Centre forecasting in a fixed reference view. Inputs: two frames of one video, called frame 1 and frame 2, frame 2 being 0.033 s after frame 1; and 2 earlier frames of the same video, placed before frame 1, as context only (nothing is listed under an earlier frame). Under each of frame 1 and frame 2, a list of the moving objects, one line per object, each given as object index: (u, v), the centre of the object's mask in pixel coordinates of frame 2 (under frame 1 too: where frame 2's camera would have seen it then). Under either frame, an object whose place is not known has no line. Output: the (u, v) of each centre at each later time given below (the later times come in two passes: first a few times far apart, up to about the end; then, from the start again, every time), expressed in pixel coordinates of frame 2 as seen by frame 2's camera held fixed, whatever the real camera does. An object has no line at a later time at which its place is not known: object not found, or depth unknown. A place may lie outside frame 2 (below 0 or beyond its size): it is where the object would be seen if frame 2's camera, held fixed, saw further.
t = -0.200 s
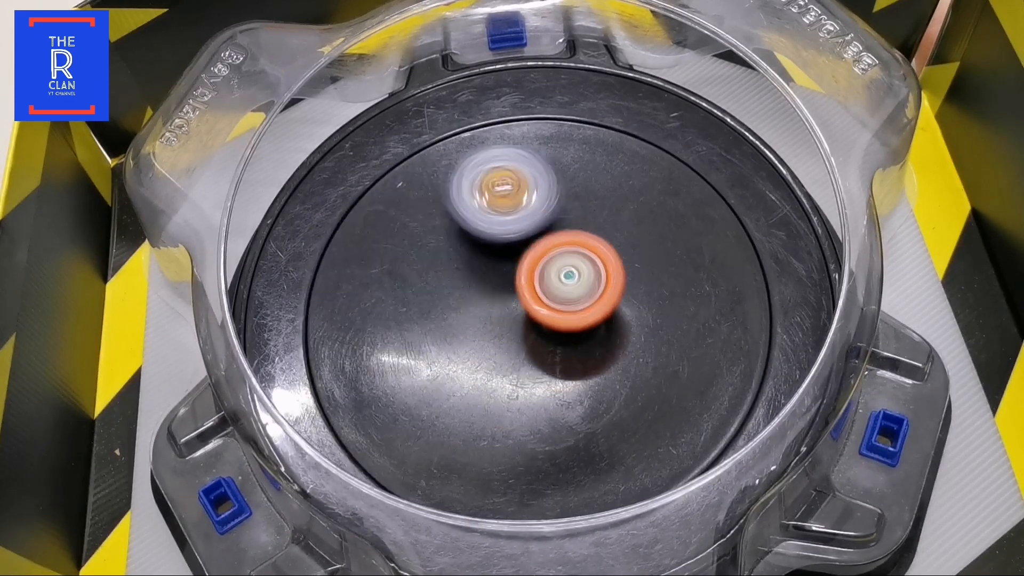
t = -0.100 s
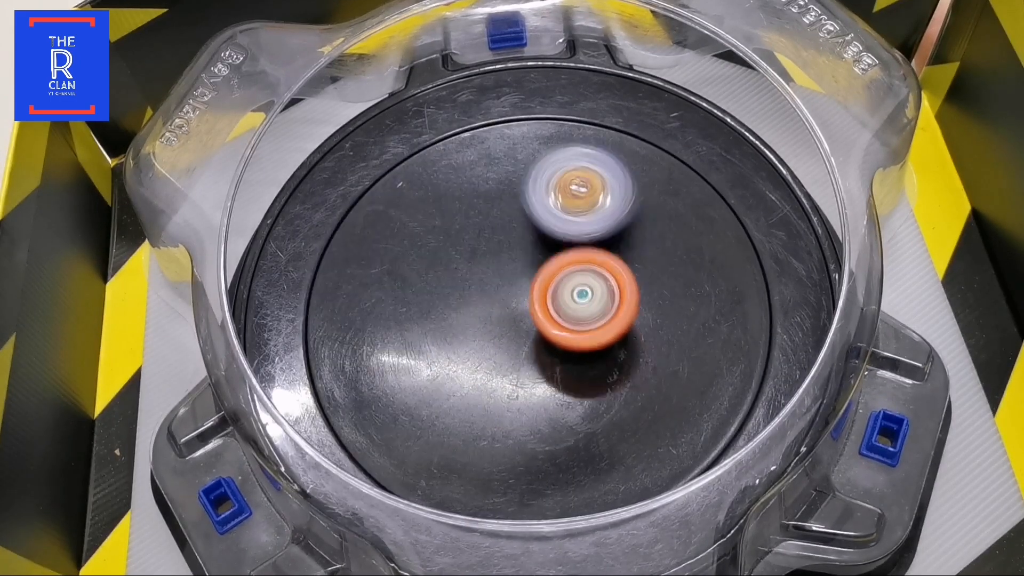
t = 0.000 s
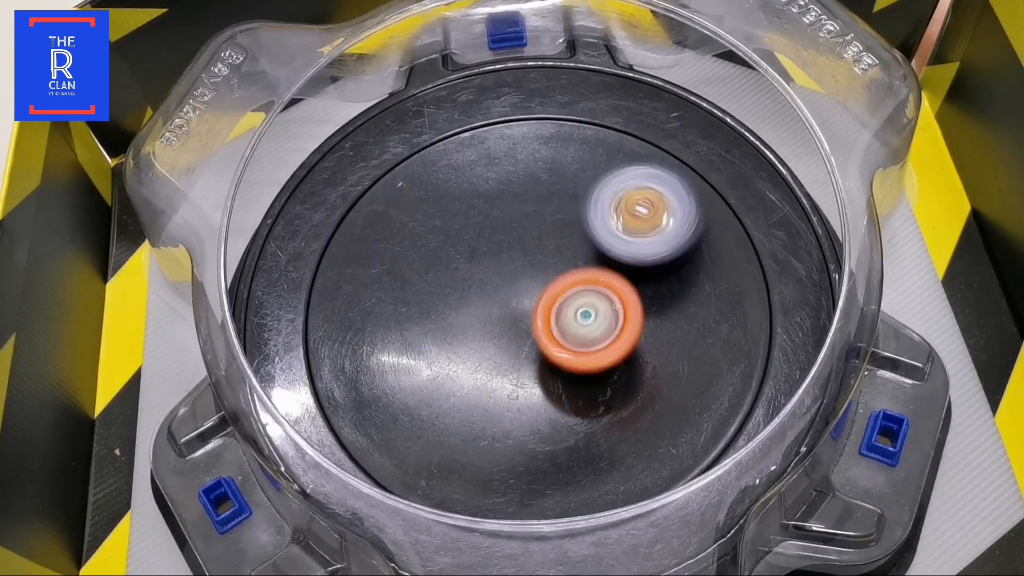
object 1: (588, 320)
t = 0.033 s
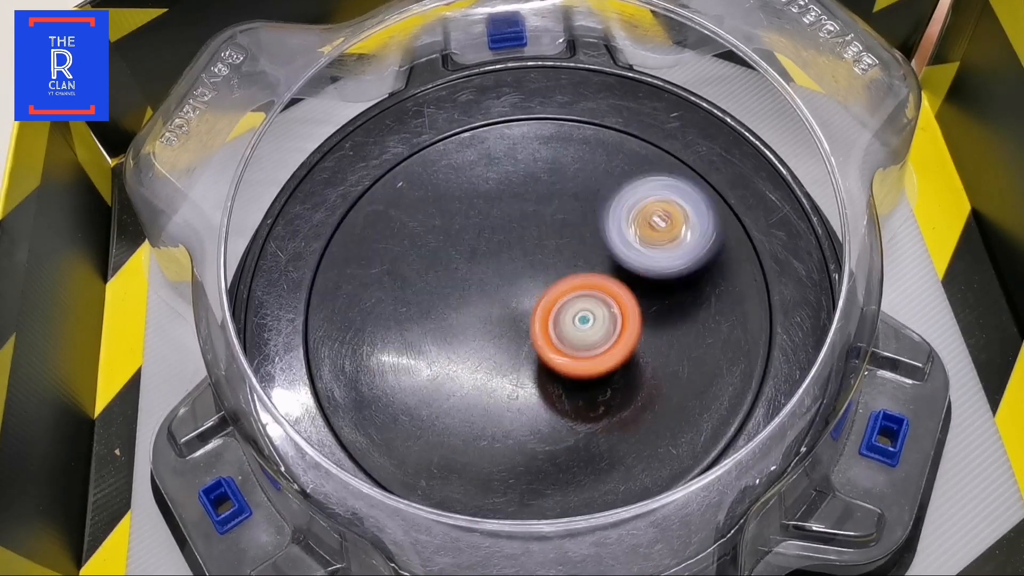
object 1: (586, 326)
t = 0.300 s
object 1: (515, 329)
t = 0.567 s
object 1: (399, 251)
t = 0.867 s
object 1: (396, 231)
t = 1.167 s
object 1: (425, 125)
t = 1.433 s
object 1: (555, 275)
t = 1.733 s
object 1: (463, 150)
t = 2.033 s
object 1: (426, 192)
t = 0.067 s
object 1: (583, 329)
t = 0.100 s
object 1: (580, 329)
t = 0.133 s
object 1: (577, 328)
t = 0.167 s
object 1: (573, 326)
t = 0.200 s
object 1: (556, 326)
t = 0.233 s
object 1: (540, 326)
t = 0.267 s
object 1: (526, 327)
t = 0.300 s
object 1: (515, 329)
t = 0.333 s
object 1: (507, 330)
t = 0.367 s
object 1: (499, 332)
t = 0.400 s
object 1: (494, 334)
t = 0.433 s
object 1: (488, 336)
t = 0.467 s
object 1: (482, 336)
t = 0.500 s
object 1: (452, 309)
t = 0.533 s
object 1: (423, 278)
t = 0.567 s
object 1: (399, 251)
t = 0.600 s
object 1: (377, 228)
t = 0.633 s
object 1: (360, 210)
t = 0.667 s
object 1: (346, 197)
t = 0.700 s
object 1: (344, 192)
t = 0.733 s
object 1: (347, 193)
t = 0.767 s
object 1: (356, 199)
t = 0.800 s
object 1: (367, 208)
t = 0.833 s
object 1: (380, 219)
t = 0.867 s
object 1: (396, 231)
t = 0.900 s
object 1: (413, 244)
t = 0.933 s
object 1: (417, 231)
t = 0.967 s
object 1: (407, 193)
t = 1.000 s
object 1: (399, 158)
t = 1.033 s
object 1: (397, 132)
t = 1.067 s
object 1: (398, 113)
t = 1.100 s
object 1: (402, 106)
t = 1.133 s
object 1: (414, 116)
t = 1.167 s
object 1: (425, 125)
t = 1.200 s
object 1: (436, 140)
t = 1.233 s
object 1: (450, 157)
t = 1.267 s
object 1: (466, 177)
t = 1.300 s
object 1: (483, 197)
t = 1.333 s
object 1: (501, 218)
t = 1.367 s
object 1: (520, 240)
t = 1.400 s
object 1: (538, 258)
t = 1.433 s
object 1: (555, 275)
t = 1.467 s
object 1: (571, 289)
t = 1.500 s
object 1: (586, 299)
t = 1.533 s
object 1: (600, 306)
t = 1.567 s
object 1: (610, 307)
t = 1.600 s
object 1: (587, 282)
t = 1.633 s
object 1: (549, 244)
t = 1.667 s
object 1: (516, 209)
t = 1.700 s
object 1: (487, 177)
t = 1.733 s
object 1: (463, 150)
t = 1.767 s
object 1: (444, 130)
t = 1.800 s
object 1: (433, 126)
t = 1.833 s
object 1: (425, 131)
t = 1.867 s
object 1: (422, 135)
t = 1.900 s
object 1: (422, 141)
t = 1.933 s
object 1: (425, 154)
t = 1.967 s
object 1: (431, 168)
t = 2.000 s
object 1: (440, 185)
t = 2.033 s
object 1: (426, 192)
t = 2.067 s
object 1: (364, 179)
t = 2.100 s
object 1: (312, 169)
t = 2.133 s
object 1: (262, 172)
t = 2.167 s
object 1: (215, 189)
